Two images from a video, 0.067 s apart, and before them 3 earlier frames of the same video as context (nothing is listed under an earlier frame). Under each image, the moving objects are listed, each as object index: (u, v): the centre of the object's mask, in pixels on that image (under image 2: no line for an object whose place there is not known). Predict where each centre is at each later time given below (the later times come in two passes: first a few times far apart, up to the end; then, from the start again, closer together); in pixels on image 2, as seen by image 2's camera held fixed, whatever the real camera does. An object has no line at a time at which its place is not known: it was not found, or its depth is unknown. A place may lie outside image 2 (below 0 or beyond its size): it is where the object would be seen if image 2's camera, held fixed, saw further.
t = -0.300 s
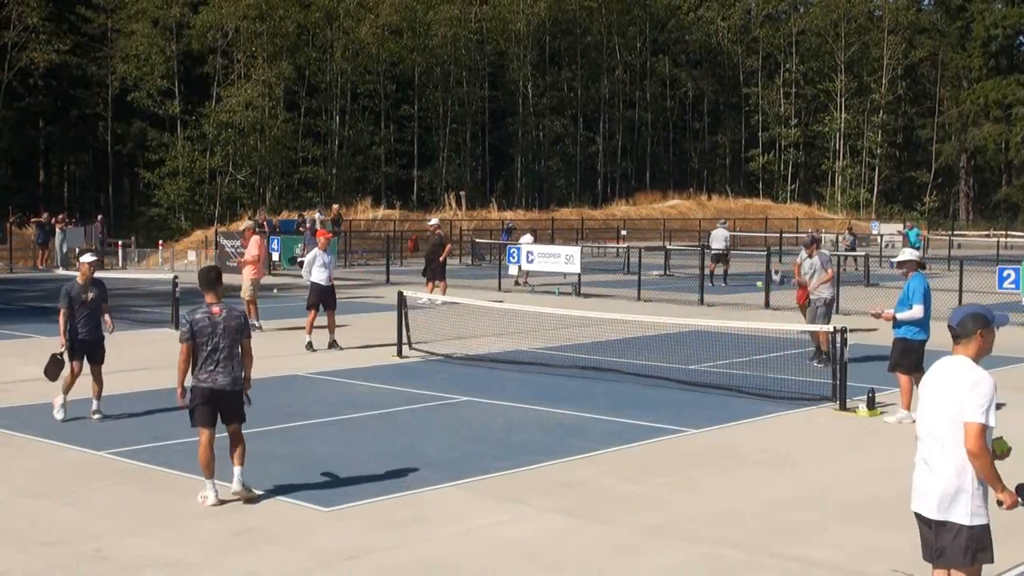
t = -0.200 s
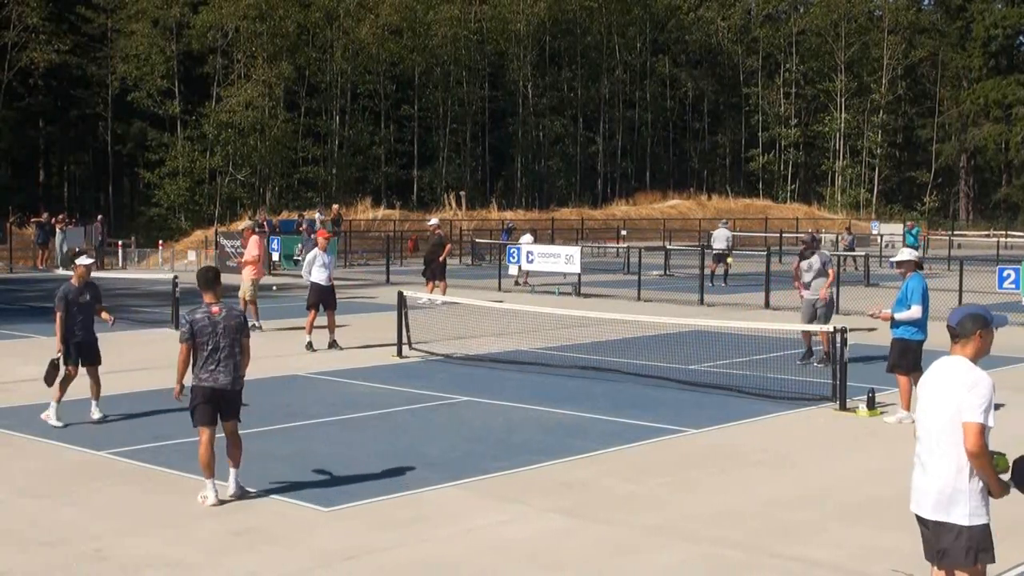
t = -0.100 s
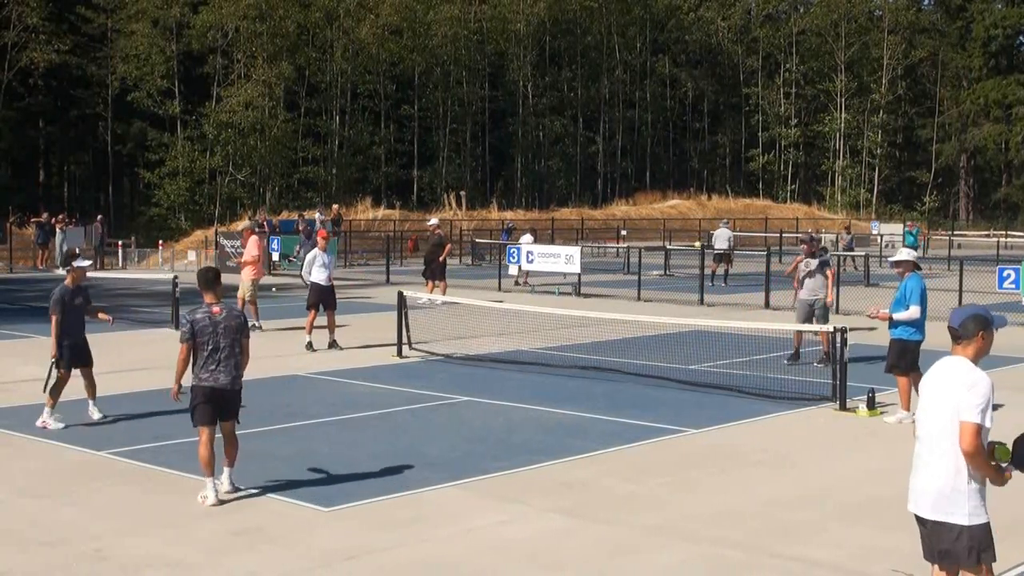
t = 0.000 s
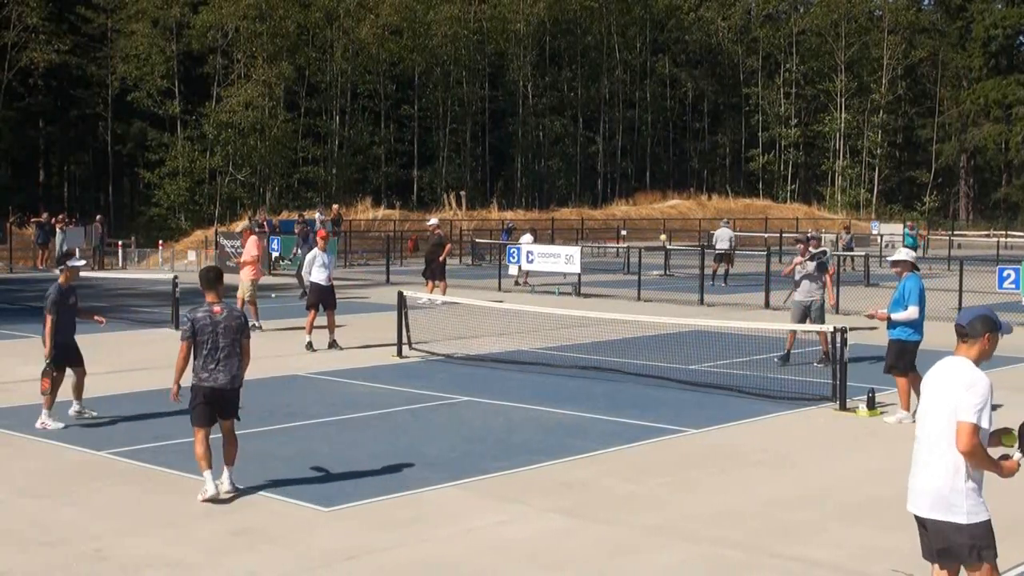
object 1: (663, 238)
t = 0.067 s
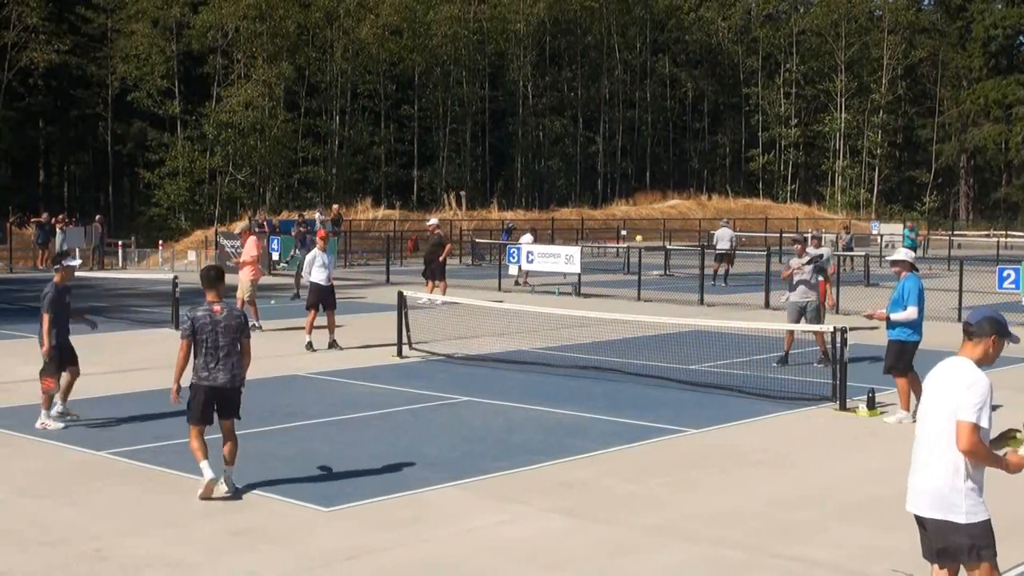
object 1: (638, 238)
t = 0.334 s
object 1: (534, 289)
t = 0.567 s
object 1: (438, 398)
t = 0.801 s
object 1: (367, 376)
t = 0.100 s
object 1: (626, 240)
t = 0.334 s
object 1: (534, 289)
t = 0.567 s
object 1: (438, 398)
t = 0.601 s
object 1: (424, 420)
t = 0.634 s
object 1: (413, 427)
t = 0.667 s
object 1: (404, 414)
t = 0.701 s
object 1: (394, 403)
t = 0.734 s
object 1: (385, 392)
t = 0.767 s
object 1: (376, 383)
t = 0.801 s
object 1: (367, 376)
